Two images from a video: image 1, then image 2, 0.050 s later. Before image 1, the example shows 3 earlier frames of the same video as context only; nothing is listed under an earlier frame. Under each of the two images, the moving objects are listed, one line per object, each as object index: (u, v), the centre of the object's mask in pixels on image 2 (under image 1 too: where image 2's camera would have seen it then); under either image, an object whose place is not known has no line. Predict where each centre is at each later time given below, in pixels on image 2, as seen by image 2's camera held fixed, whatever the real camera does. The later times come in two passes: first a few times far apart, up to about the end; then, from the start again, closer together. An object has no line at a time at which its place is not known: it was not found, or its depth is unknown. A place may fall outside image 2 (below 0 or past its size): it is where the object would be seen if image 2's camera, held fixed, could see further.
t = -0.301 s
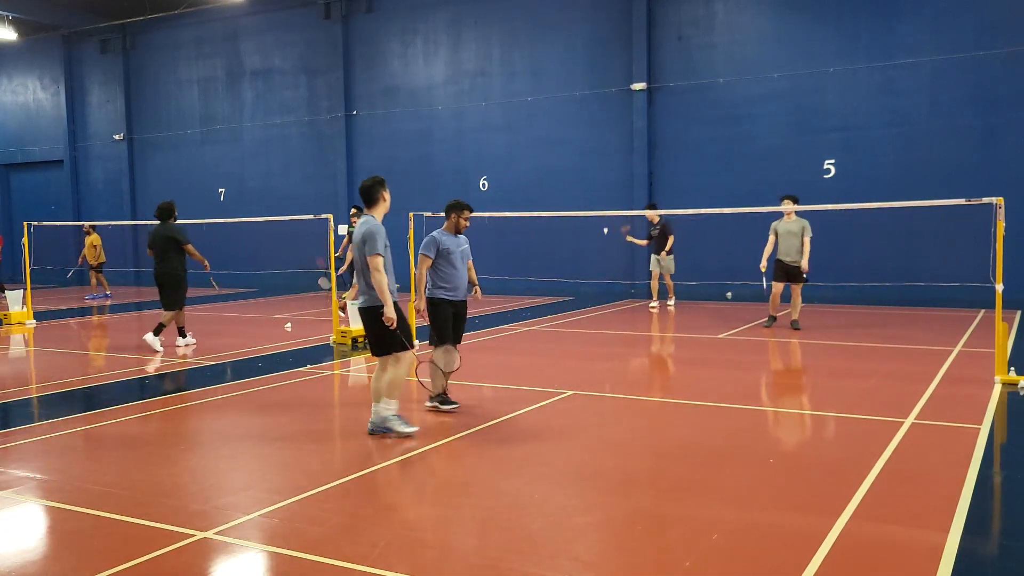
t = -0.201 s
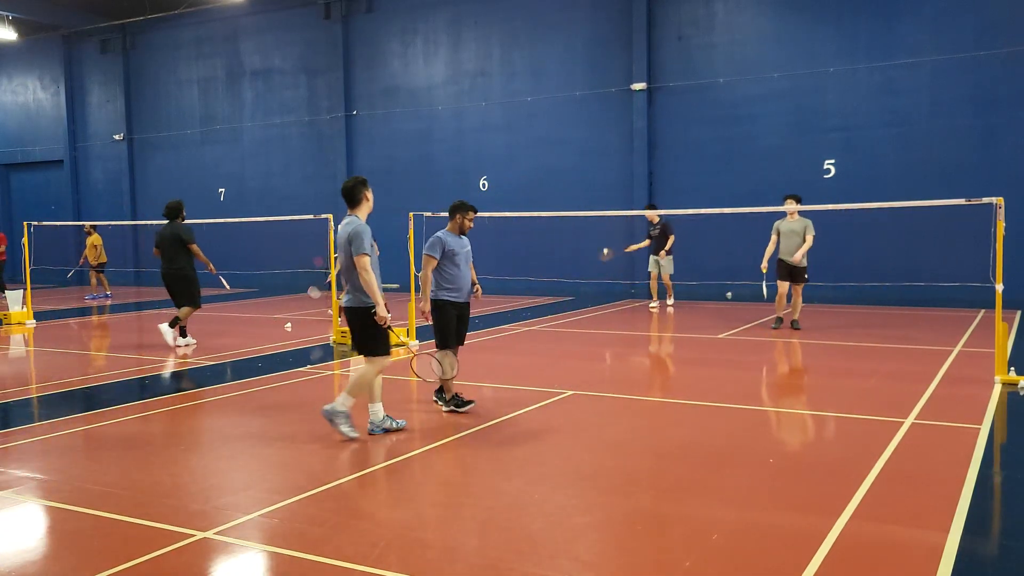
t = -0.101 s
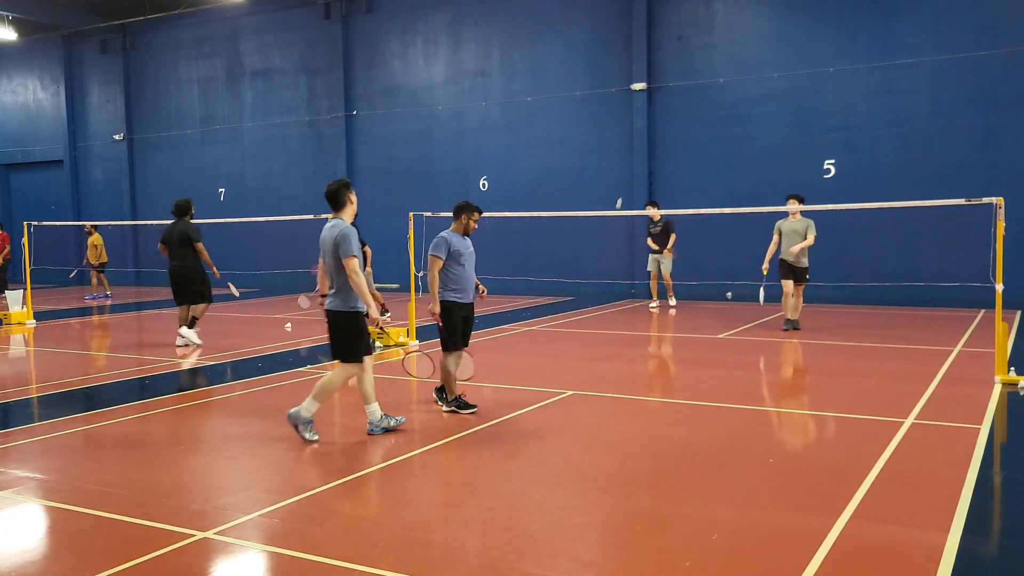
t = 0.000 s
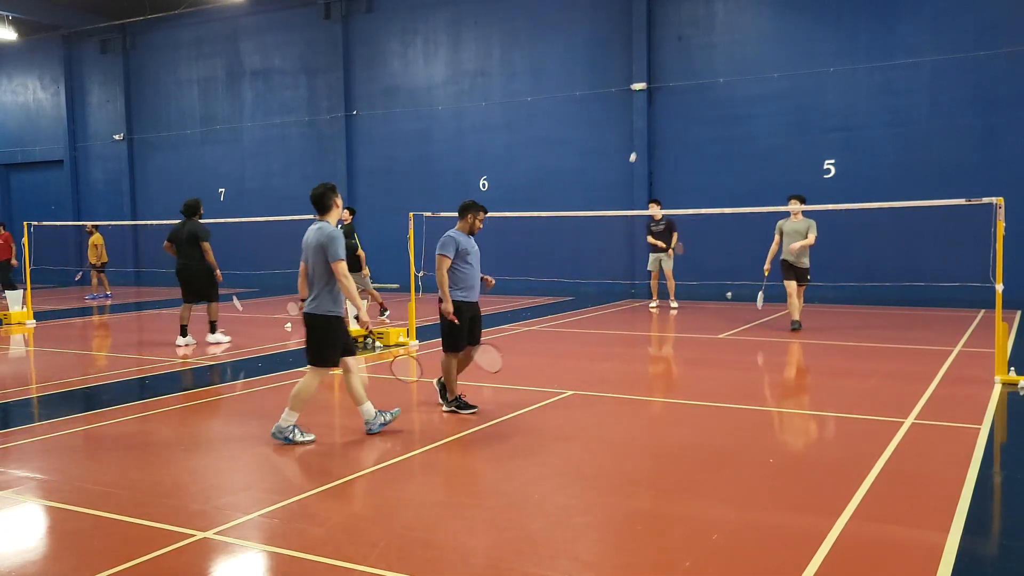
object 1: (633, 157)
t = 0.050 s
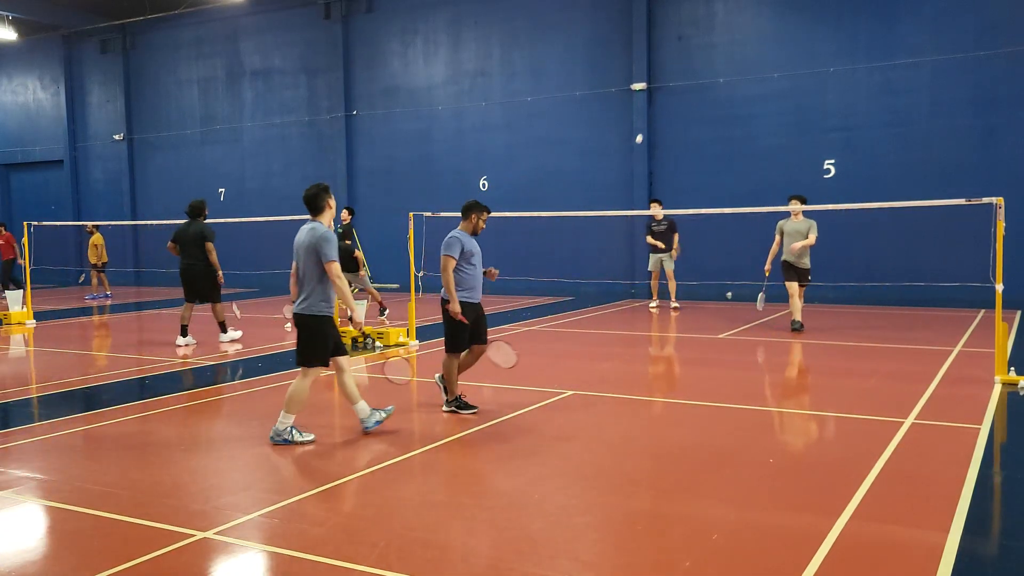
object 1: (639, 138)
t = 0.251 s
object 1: (662, 90)
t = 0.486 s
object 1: (687, 81)
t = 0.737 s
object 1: (710, 142)
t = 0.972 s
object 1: (728, 270)
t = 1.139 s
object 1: (738, 401)
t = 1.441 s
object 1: (749, 400)
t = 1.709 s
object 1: (765, 436)
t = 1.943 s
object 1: (777, 442)
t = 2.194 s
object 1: (779, 443)
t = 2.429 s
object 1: (779, 443)
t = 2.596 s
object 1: (779, 444)
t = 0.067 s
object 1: (641, 133)
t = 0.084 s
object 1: (643, 128)
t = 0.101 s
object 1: (645, 123)
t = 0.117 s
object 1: (647, 118)
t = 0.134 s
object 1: (649, 114)
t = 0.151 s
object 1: (651, 109)
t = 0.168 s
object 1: (653, 105)
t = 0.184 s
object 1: (654, 101)
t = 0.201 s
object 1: (656, 98)
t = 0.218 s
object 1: (659, 95)
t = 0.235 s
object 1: (660, 92)
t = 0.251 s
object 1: (662, 90)
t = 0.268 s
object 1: (664, 87)
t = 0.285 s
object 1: (666, 85)
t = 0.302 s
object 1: (668, 83)
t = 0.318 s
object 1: (670, 82)
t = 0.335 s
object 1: (672, 80)
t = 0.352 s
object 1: (674, 79)
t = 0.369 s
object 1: (675, 79)
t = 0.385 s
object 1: (677, 78)
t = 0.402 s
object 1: (679, 78)
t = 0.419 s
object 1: (681, 78)
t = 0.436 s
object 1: (683, 78)
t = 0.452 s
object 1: (684, 79)
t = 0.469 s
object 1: (686, 80)
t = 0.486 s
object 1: (687, 81)
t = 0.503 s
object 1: (689, 83)
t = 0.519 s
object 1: (691, 85)
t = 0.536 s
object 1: (692, 87)
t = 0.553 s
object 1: (694, 89)
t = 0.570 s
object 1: (695, 93)
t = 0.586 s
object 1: (697, 96)
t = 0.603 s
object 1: (699, 99)
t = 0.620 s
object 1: (700, 104)
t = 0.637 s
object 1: (701, 108)
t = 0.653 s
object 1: (703, 112)
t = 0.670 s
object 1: (704, 118)
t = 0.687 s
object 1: (706, 123)
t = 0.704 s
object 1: (708, 129)
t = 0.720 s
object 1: (709, 135)
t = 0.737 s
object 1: (710, 142)
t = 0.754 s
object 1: (712, 149)
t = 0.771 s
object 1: (713, 156)
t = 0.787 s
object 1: (714, 163)
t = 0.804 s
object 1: (716, 171)
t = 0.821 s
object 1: (717, 180)
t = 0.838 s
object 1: (718, 188)
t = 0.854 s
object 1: (719, 197)
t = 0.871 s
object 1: (721, 207)
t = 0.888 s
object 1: (722, 218)
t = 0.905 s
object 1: (723, 226)
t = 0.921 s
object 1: (724, 237)
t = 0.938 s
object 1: (726, 247)
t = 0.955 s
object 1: (727, 258)
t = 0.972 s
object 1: (728, 270)
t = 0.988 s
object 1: (729, 282)
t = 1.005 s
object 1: (730, 293)
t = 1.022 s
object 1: (731, 305)
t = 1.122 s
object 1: (738, 387)
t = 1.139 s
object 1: (738, 401)
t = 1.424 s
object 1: (748, 400)
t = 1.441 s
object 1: (749, 400)
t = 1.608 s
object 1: (760, 426)
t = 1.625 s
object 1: (761, 430)
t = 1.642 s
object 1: (761, 436)
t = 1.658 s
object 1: (761, 441)
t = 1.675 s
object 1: (762, 441)
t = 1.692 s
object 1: (763, 438)
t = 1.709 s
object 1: (765, 436)
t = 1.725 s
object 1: (766, 435)
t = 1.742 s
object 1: (766, 434)
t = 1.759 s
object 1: (767, 434)
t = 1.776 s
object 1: (768, 434)
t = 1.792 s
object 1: (769, 435)
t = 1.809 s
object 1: (770, 436)
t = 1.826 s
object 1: (770, 437)
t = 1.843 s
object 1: (771, 439)
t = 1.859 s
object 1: (773, 440)
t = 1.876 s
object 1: (774, 442)
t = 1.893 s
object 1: (775, 443)
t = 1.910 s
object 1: (776, 443)
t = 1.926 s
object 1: (776, 442)
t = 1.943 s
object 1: (777, 442)
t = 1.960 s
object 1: (777, 442)
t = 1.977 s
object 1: (777, 442)
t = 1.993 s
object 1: (778, 442)
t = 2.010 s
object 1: (778, 443)
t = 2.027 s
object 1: (778, 444)
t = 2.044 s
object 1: (778, 443)
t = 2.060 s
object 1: (778, 443)
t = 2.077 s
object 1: (779, 443)
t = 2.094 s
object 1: (779, 443)
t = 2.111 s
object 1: (779, 443)
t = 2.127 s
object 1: (779, 443)
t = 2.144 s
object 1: (779, 443)
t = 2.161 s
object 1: (779, 443)
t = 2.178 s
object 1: (779, 443)
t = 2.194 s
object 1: (779, 443)
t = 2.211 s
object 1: (779, 443)
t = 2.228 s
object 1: (779, 443)
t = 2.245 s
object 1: (779, 443)
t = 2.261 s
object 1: (779, 443)
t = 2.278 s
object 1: (779, 443)
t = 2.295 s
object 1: (779, 443)
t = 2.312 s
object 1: (779, 443)
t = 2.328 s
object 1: (779, 443)
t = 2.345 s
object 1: (779, 443)
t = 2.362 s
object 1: (779, 443)
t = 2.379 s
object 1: (779, 443)
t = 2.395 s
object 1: (779, 444)
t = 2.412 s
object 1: (779, 443)
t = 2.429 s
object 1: (779, 443)
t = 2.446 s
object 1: (779, 444)
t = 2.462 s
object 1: (779, 444)
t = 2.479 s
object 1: (779, 444)
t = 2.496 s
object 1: (779, 444)
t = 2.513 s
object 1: (779, 444)
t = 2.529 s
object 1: (779, 444)
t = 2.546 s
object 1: (779, 444)
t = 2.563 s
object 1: (779, 444)
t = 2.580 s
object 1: (779, 444)
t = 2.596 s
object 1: (779, 444)
